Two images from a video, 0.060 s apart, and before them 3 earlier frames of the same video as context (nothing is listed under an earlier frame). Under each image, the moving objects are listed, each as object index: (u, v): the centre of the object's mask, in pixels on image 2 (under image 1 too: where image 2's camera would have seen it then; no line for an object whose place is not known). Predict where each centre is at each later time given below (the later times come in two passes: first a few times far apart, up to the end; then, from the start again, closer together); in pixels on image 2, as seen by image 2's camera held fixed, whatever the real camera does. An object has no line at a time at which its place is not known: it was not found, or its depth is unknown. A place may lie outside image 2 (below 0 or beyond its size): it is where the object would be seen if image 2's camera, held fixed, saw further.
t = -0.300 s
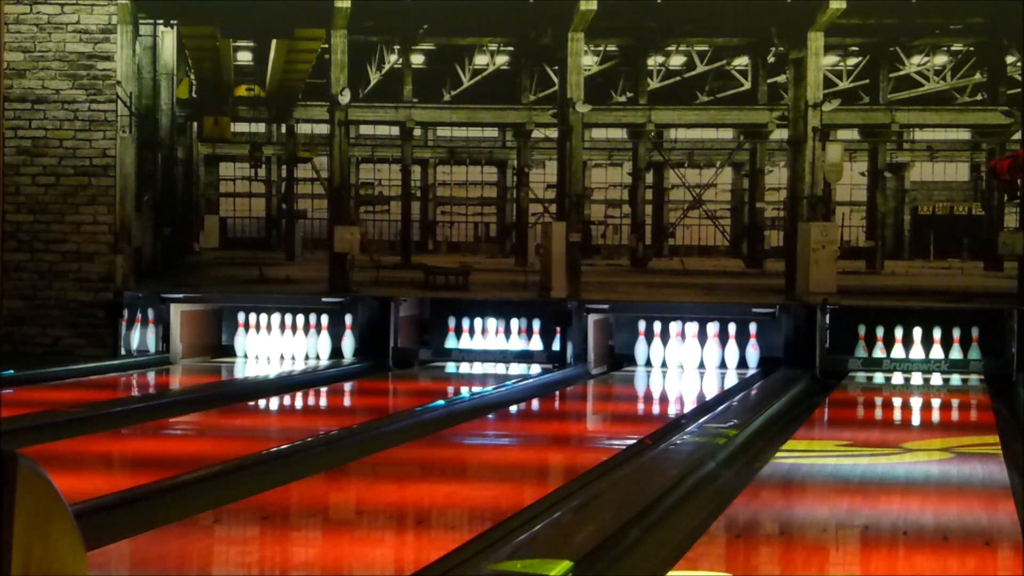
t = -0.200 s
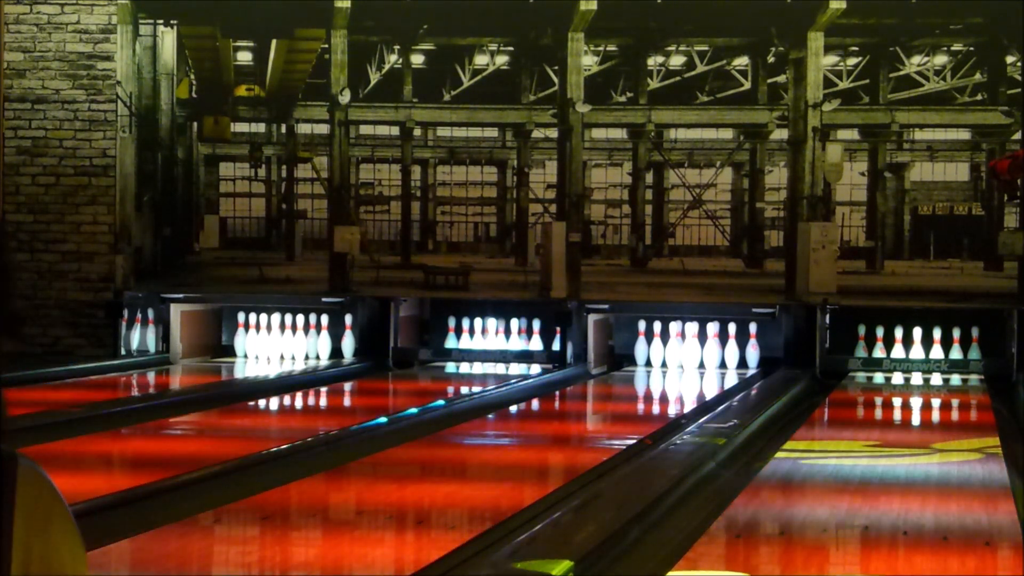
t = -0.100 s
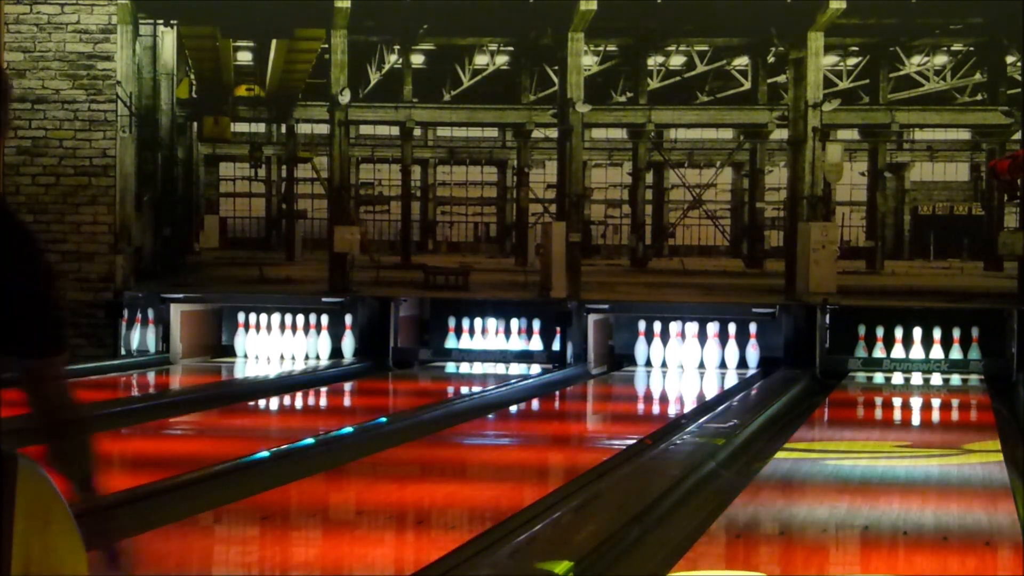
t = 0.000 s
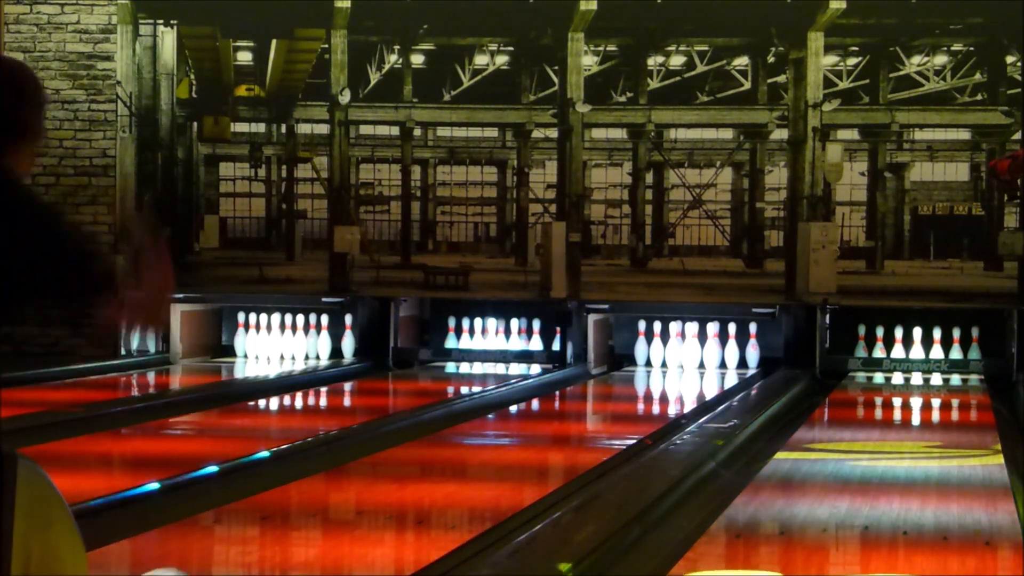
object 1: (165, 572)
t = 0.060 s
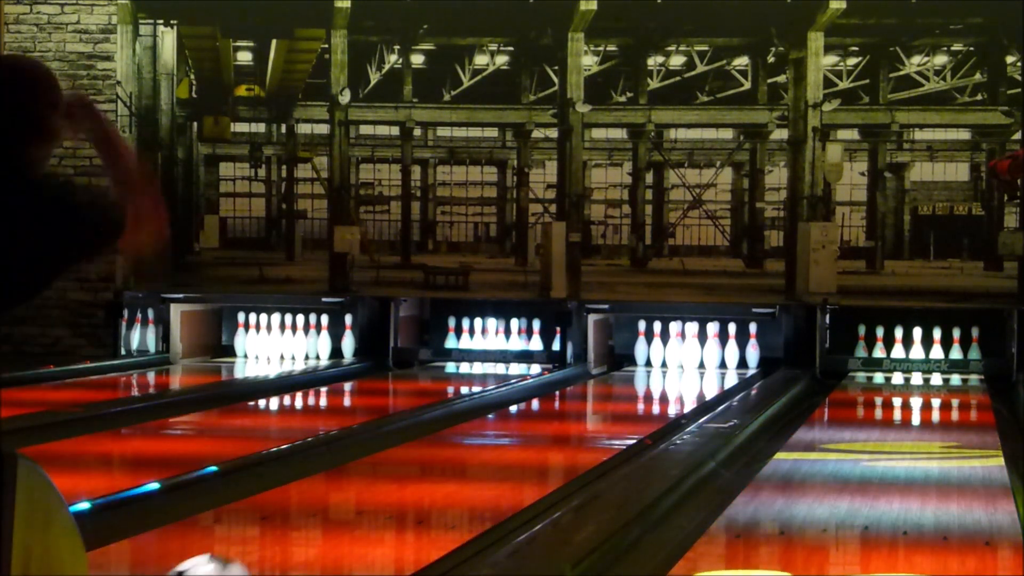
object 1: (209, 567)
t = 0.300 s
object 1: (347, 540)
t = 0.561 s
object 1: (448, 495)
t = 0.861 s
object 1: (527, 458)
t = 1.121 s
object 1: (577, 434)
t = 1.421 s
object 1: (619, 412)
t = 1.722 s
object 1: (650, 397)
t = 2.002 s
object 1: (668, 385)
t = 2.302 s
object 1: (683, 375)
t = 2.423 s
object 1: (687, 370)
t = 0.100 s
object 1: (237, 562)
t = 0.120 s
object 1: (249, 560)
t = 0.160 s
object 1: (272, 556)
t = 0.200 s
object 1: (296, 552)
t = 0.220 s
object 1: (306, 550)
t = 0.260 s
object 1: (328, 545)
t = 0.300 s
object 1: (347, 540)
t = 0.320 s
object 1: (356, 538)
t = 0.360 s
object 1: (375, 528)
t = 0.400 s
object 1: (391, 521)
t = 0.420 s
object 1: (398, 517)
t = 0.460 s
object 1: (413, 511)
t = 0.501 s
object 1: (427, 504)
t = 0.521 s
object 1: (434, 501)
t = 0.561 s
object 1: (448, 495)
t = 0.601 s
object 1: (461, 490)
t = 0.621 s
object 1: (467, 487)
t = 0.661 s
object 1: (478, 484)
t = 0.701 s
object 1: (489, 476)
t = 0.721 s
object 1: (494, 473)
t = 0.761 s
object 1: (505, 468)
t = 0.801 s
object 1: (514, 463)
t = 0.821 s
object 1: (519, 462)
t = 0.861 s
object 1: (527, 458)
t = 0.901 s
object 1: (536, 455)
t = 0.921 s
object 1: (541, 452)
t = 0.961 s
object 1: (548, 448)
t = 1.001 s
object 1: (556, 444)
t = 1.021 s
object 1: (560, 442)
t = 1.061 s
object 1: (567, 438)
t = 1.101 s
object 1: (574, 435)
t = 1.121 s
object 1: (577, 434)
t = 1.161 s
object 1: (583, 431)
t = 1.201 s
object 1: (589, 427)
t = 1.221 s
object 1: (592, 426)
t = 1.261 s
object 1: (598, 423)
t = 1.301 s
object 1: (604, 421)
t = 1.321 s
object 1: (606, 419)
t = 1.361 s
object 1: (612, 416)
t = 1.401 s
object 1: (616, 414)
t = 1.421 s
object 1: (619, 412)
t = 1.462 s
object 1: (623, 410)
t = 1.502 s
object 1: (627, 408)
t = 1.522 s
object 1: (630, 407)
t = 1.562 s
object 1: (634, 405)
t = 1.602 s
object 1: (638, 403)
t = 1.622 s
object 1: (640, 402)
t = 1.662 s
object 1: (643, 400)
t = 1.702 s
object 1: (648, 398)
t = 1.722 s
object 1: (650, 397)
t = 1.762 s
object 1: (652, 395)
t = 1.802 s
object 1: (655, 394)
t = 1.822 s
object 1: (657, 393)
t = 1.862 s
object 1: (660, 391)
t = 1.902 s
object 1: (662, 389)
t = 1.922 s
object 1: (663, 388)
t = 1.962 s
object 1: (665, 386)
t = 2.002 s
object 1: (668, 385)
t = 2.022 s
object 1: (669, 385)
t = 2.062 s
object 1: (672, 383)
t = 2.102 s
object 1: (674, 382)
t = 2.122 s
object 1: (675, 381)
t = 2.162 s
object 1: (677, 380)
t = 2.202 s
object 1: (679, 378)
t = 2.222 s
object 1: (680, 378)
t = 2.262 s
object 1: (681, 376)
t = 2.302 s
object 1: (683, 375)
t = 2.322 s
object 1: (684, 373)
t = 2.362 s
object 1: (684, 373)
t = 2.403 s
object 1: (686, 372)
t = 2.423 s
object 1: (687, 370)
